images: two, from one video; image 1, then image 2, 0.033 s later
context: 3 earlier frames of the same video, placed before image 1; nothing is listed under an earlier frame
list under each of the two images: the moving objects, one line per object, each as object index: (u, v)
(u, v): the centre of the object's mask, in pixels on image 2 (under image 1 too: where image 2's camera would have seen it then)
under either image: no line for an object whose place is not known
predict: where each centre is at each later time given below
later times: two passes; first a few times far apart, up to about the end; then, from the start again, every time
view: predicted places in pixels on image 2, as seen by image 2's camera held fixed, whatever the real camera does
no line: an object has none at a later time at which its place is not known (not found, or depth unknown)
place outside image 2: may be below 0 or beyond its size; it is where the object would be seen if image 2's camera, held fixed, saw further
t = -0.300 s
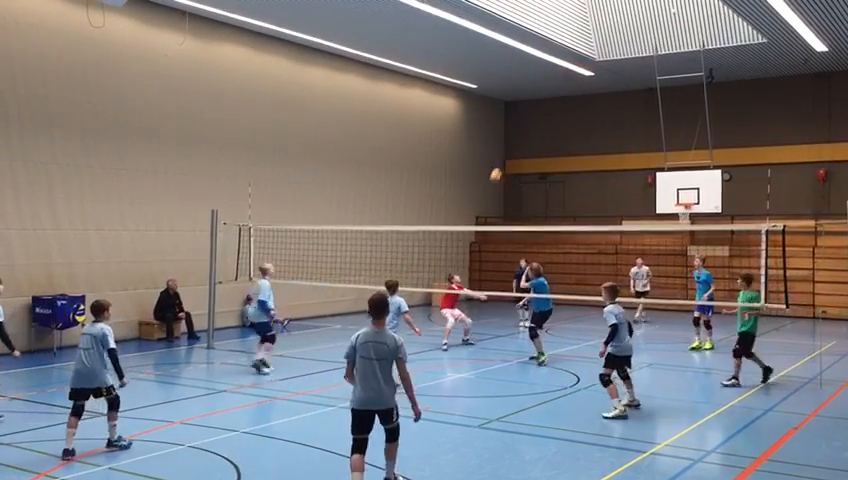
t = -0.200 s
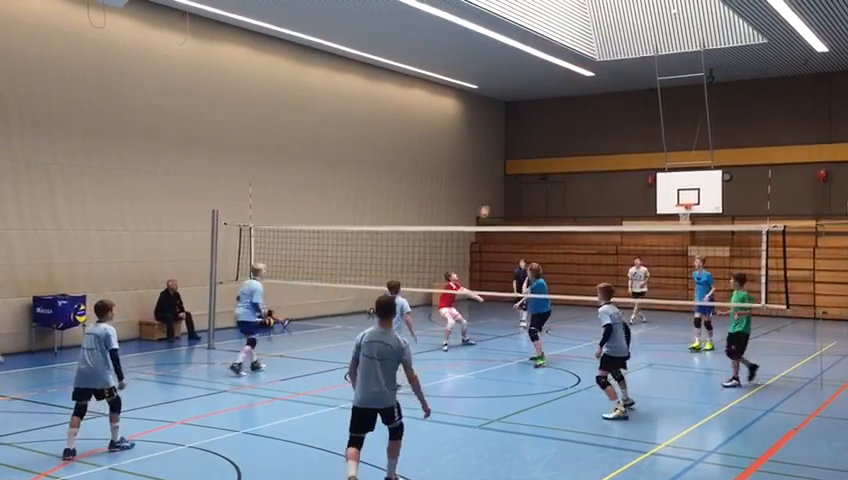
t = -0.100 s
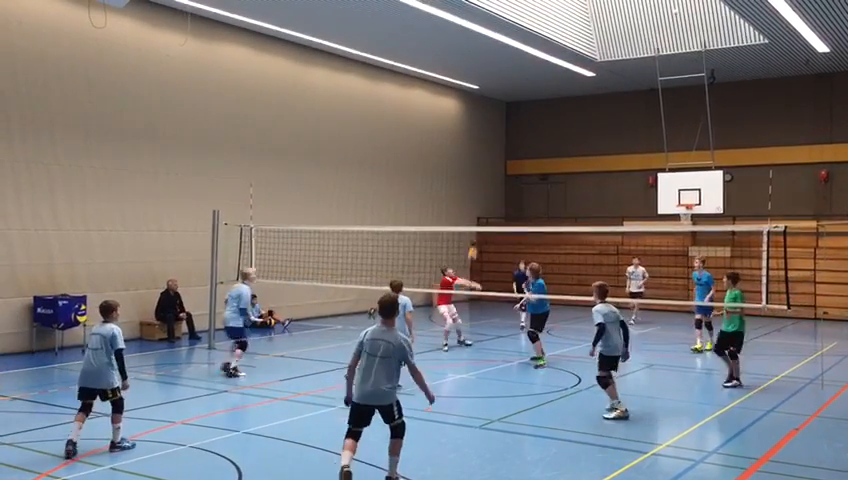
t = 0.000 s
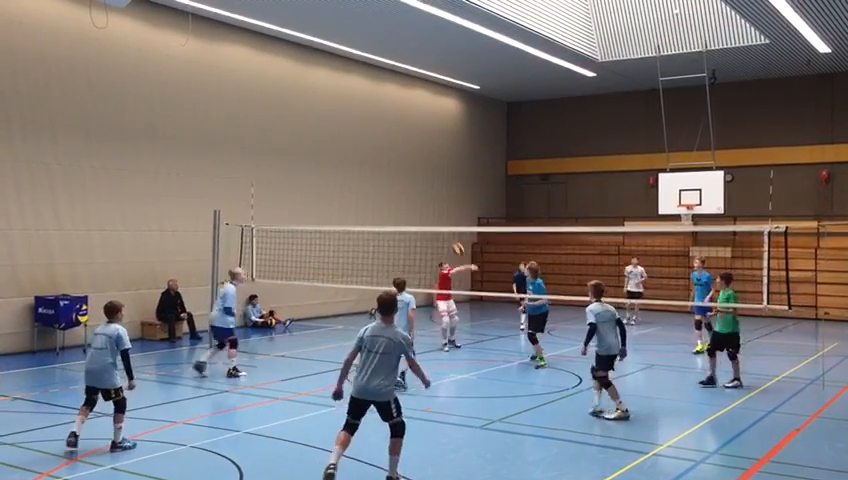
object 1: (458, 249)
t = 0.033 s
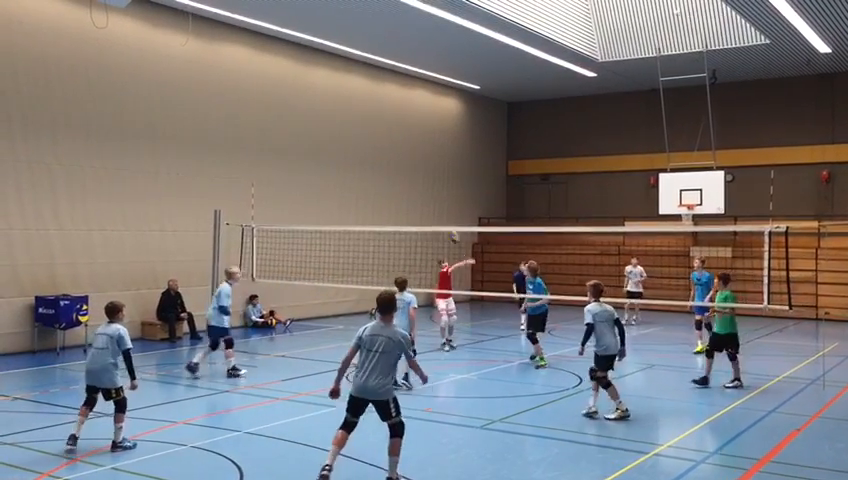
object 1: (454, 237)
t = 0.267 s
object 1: (412, 166)
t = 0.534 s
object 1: (352, 113)
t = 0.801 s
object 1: (277, 102)
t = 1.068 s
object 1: (177, 156)
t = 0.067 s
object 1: (448, 223)
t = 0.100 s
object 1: (442, 215)
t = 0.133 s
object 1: (436, 203)
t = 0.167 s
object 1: (431, 193)
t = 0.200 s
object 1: (425, 184)
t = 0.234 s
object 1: (418, 174)
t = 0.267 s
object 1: (412, 166)
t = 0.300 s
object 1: (406, 157)
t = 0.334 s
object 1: (398, 148)
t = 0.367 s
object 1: (391, 142)
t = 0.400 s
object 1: (384, 134)
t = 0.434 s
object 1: (376, 128)
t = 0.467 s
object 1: (368, 122)
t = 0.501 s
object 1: (361, 117)
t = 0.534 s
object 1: (352, 113)
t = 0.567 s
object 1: (345, 109)
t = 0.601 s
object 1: (336, 106)
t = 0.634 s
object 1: (327, 103)
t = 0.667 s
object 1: (318, 101)
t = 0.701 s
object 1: (308, 100)
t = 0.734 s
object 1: (299, 100)
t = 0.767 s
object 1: (288, 101)
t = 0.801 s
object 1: (277, 102)
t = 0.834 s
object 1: (266, 105)
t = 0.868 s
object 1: (255, 108)
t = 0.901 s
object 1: (244, 113)
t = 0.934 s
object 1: (231, 119)
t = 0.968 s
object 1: (218, 126)
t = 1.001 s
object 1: (204, 135)
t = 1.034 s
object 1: (192, 144)
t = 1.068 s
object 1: (177, 156)
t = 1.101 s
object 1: (163, 169)
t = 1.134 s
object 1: (147, 183)
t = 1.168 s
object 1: (131, 198)
